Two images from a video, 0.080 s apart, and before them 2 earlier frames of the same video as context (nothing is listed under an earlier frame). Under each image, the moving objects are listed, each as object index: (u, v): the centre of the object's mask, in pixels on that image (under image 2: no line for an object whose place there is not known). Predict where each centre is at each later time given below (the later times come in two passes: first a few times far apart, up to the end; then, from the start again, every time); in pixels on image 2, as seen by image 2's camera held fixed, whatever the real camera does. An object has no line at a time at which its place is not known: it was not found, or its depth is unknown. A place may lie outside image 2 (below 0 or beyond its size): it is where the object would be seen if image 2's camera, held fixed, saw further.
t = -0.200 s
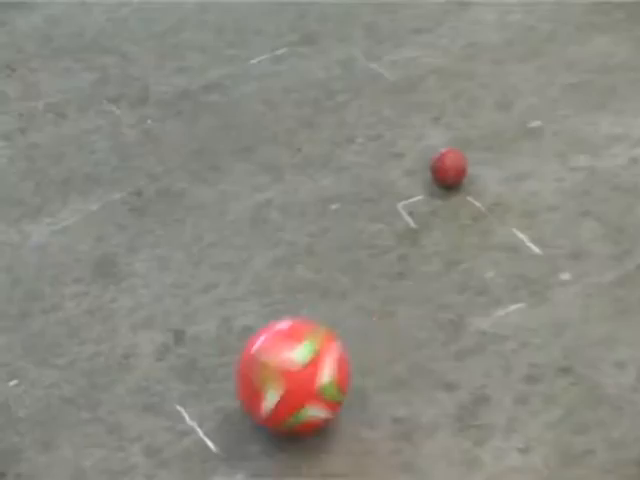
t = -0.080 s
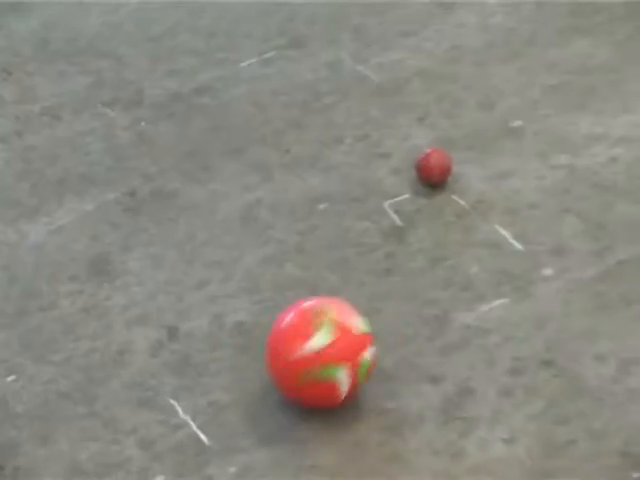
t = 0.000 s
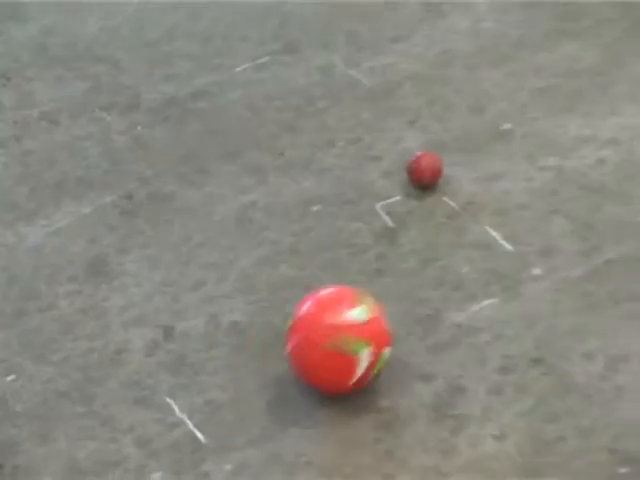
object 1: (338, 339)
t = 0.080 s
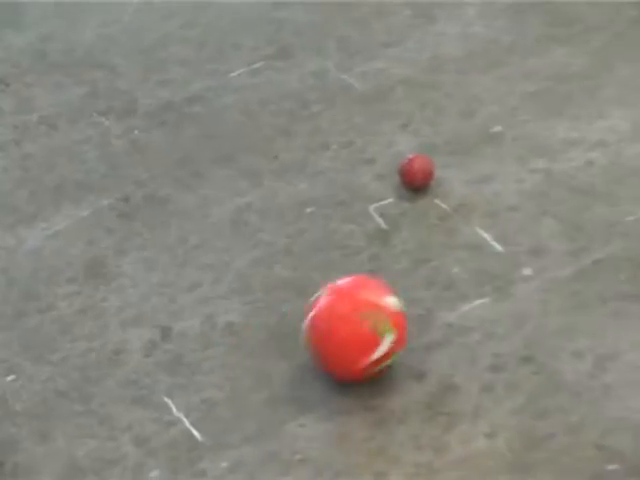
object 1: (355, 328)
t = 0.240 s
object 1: (401, 306)
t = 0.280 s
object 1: (412, 301)
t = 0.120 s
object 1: (367, 321)
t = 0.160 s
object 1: (379, 316)
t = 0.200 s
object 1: (390, 312)
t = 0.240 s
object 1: (401, 306)
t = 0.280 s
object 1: (412, 301)
